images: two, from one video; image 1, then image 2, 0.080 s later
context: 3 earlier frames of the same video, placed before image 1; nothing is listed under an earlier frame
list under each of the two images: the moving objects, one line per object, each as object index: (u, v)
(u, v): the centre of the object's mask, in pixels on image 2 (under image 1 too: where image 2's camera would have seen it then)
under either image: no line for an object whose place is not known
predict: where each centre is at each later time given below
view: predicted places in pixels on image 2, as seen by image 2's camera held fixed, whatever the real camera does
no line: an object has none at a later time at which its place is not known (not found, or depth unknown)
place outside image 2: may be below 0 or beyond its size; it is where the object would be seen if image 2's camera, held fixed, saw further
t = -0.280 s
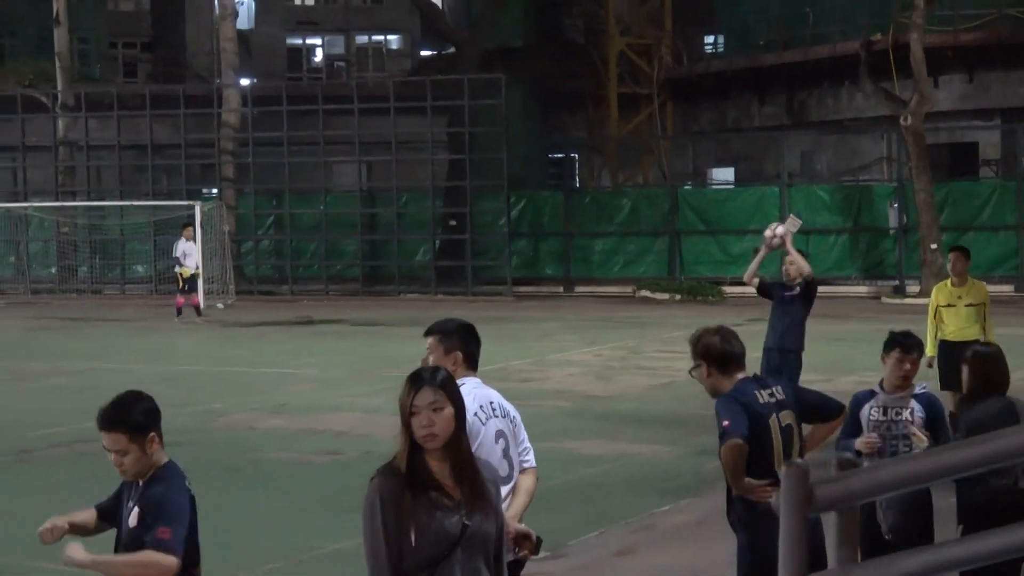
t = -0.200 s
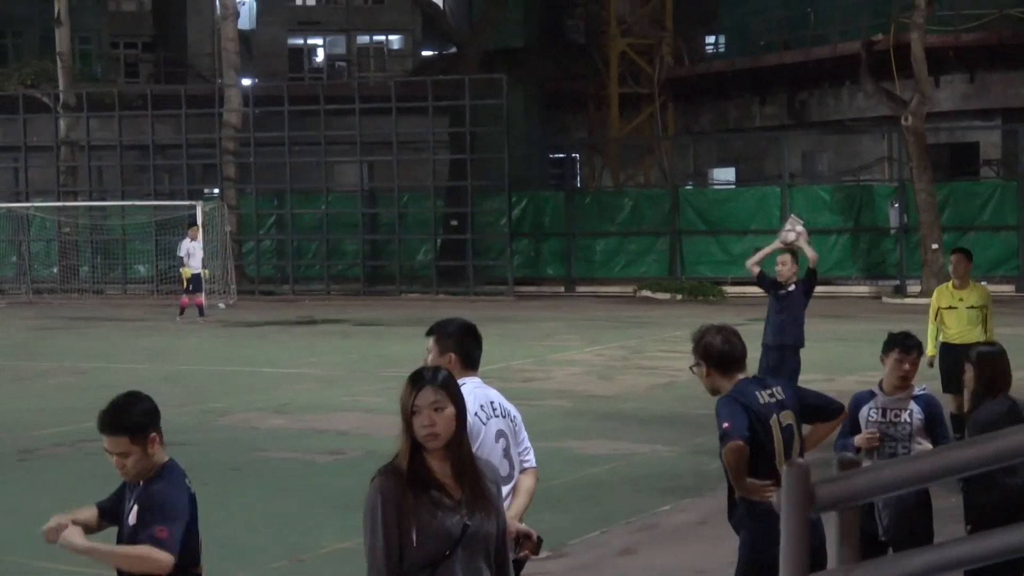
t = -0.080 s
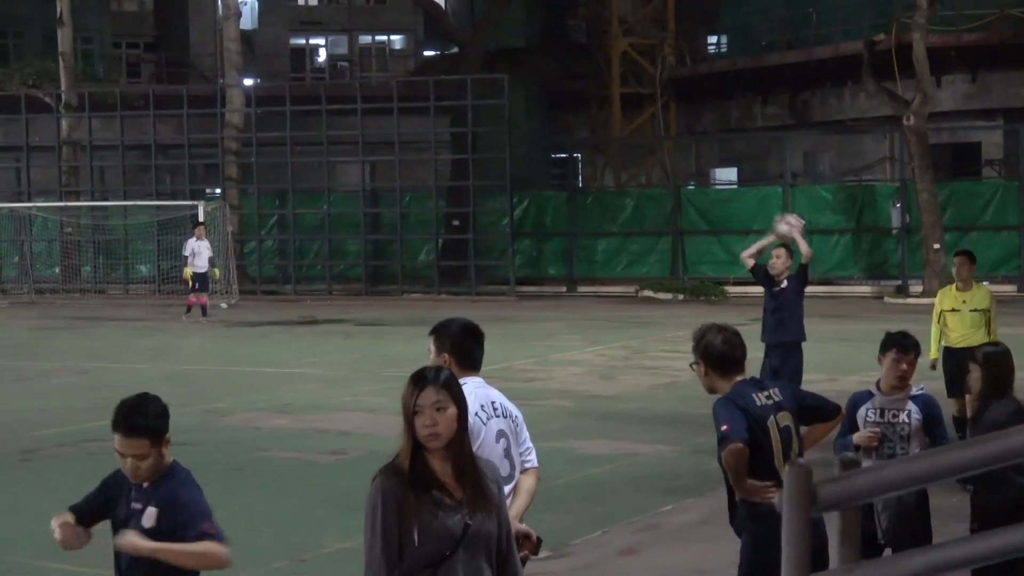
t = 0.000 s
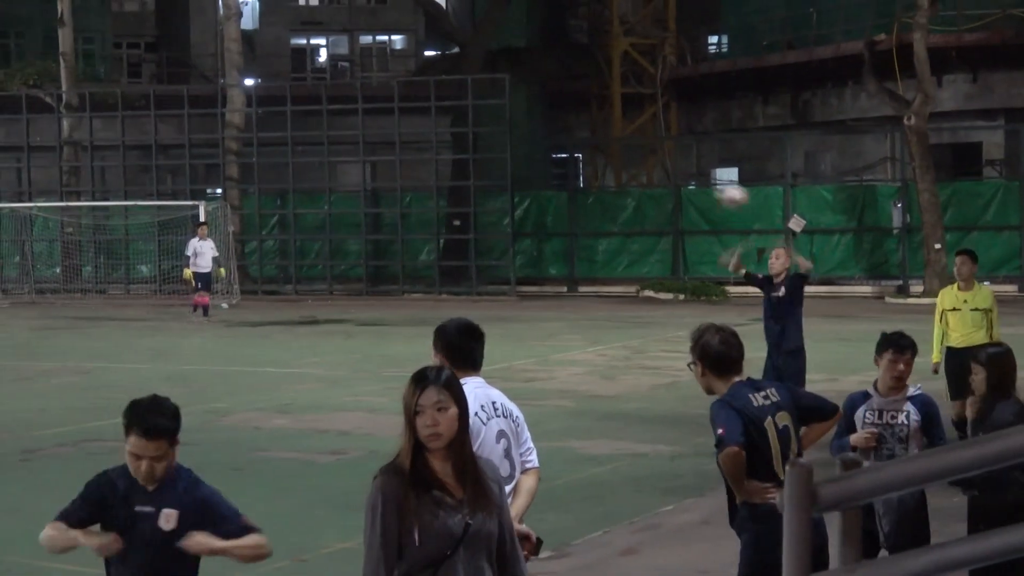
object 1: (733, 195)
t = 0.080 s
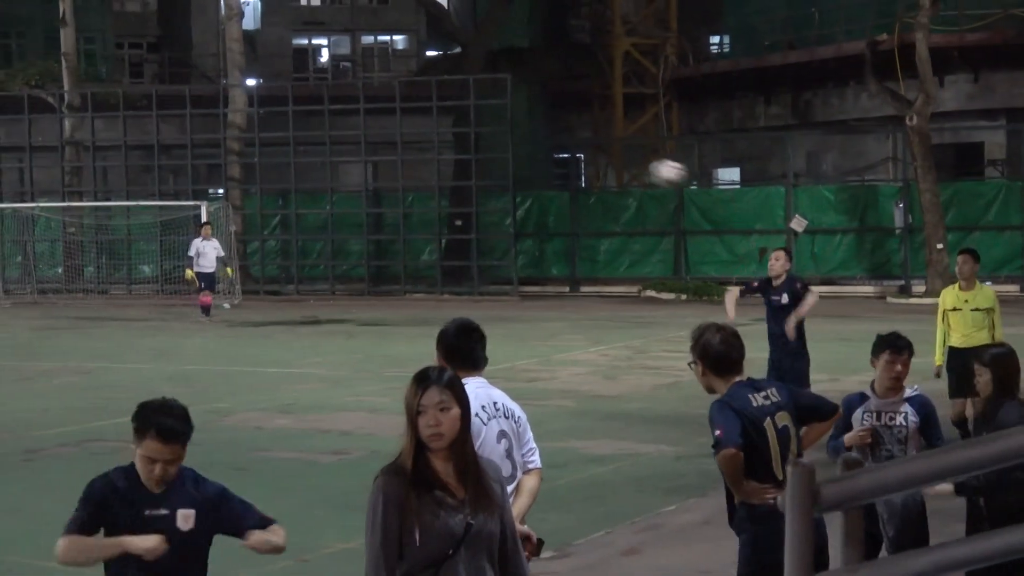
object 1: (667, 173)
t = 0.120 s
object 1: (633, 164)
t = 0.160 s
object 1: (597, 156)
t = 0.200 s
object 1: (559, 153)
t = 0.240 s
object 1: (521, 151)
